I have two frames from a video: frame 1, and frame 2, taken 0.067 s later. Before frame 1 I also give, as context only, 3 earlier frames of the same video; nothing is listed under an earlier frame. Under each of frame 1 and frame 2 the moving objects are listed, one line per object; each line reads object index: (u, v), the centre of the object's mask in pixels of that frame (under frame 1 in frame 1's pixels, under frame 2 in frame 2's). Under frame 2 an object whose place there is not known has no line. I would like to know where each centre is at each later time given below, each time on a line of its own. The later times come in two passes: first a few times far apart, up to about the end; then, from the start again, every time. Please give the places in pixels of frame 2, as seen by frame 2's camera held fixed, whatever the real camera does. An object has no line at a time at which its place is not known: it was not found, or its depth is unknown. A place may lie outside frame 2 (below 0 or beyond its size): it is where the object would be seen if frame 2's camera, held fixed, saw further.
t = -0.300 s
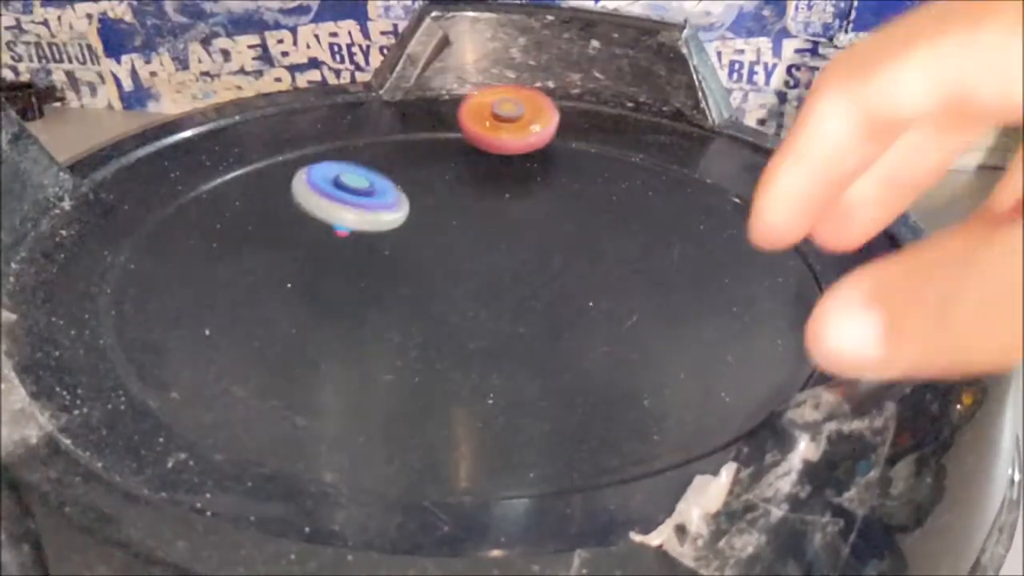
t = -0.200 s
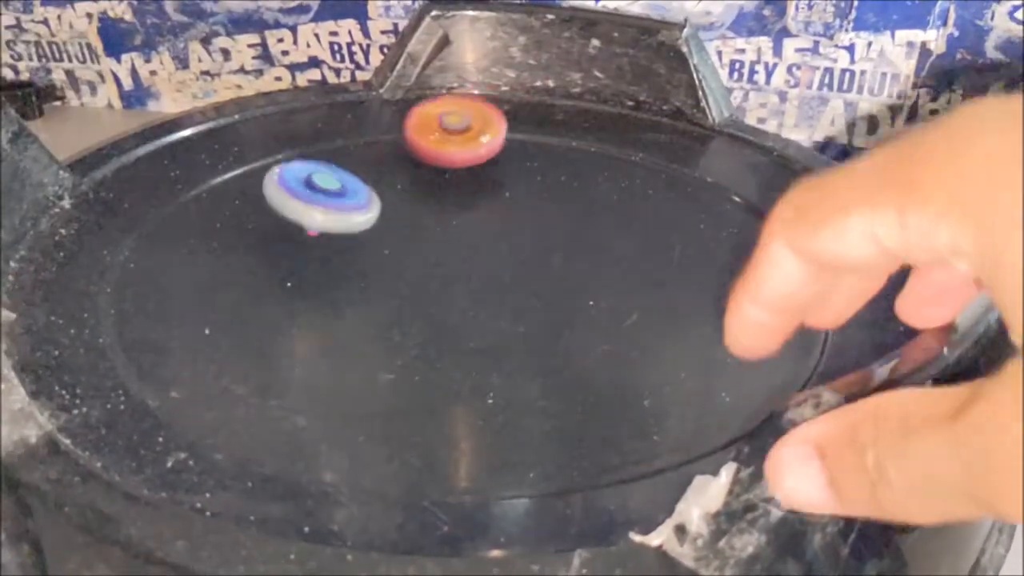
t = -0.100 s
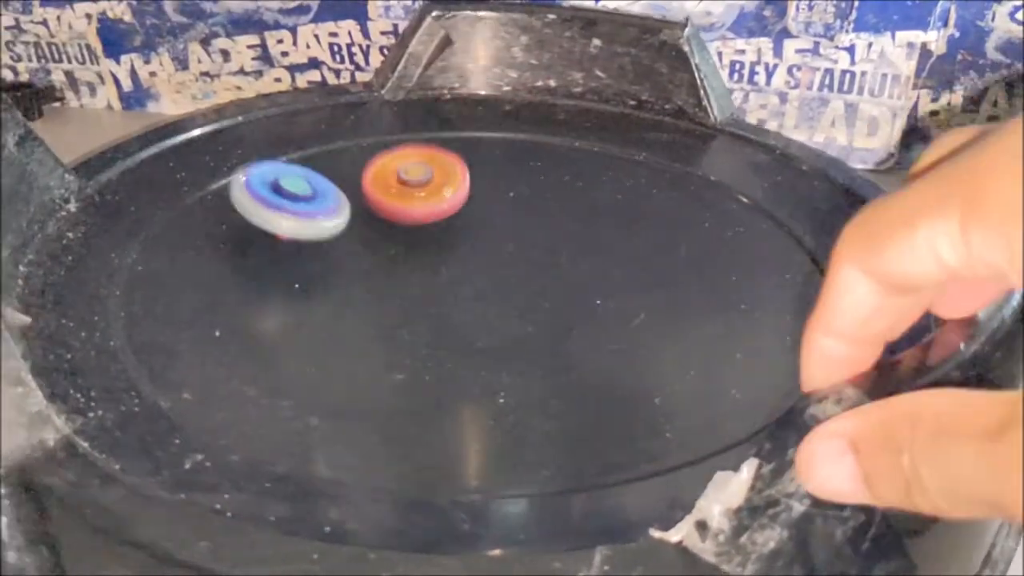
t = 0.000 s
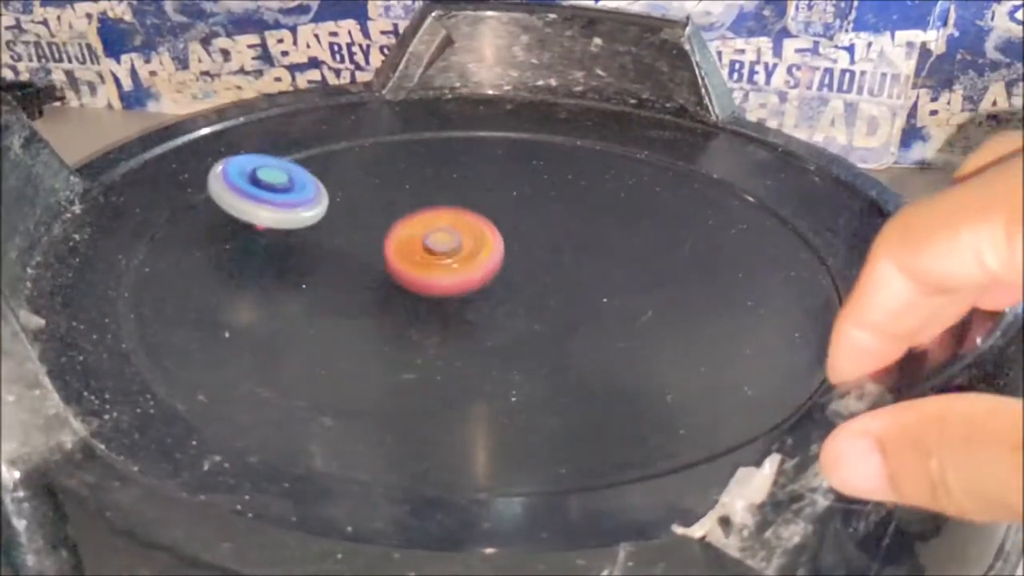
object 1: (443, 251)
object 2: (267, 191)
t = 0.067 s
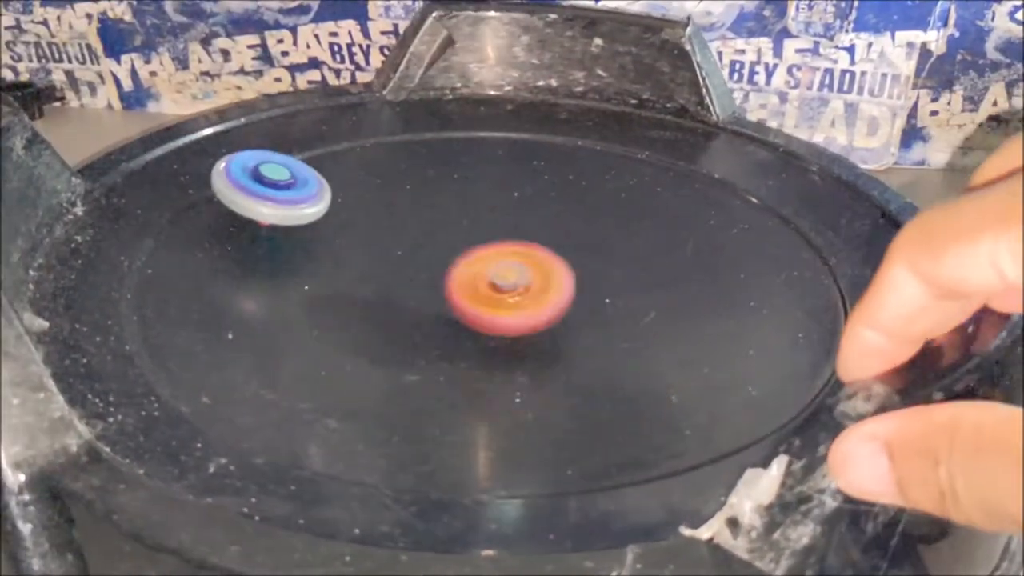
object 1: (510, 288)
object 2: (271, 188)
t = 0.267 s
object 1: (763, 260)
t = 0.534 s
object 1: (674, 152)
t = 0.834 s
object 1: (451, 286)
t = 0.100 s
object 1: (552, 298)
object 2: (272, 185)
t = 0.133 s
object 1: (599, 301)
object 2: (271, 181)
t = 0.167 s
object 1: (645, 299)
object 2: (269, 177)
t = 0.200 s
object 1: (690, 291)
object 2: (267, 173)
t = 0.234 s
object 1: (731, 277)
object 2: (264, 168)
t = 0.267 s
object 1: (763, 260)
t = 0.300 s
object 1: (790, 240)
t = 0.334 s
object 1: (811, 219)
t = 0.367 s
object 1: (805, 194)
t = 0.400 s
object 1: (788, 183)
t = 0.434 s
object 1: (762, 172)
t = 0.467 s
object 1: (730, 164)
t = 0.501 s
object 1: (701, 156)
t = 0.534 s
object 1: (674, 152)
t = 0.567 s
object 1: (645, 152)
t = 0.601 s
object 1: (611, 157)
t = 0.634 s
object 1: (576, 165)
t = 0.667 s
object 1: (542, 178)
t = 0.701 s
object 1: (511, 195)
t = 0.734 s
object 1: (486, 215)
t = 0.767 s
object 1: (467, 237)
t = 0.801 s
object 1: (455, 261)
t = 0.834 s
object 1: (451, 286)
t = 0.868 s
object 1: (458, 310)
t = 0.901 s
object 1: (476, 332)
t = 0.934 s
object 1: (503, 352)
